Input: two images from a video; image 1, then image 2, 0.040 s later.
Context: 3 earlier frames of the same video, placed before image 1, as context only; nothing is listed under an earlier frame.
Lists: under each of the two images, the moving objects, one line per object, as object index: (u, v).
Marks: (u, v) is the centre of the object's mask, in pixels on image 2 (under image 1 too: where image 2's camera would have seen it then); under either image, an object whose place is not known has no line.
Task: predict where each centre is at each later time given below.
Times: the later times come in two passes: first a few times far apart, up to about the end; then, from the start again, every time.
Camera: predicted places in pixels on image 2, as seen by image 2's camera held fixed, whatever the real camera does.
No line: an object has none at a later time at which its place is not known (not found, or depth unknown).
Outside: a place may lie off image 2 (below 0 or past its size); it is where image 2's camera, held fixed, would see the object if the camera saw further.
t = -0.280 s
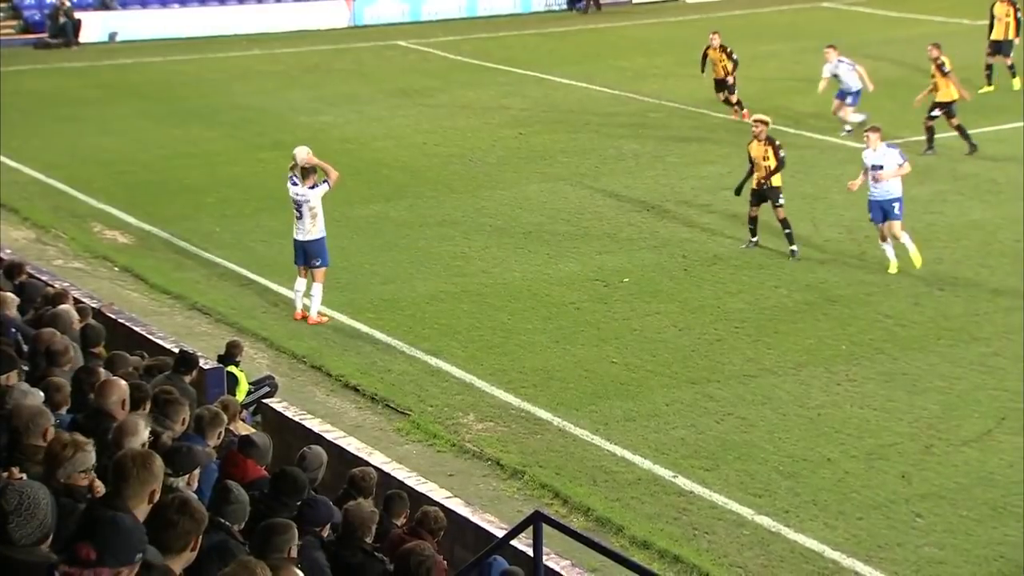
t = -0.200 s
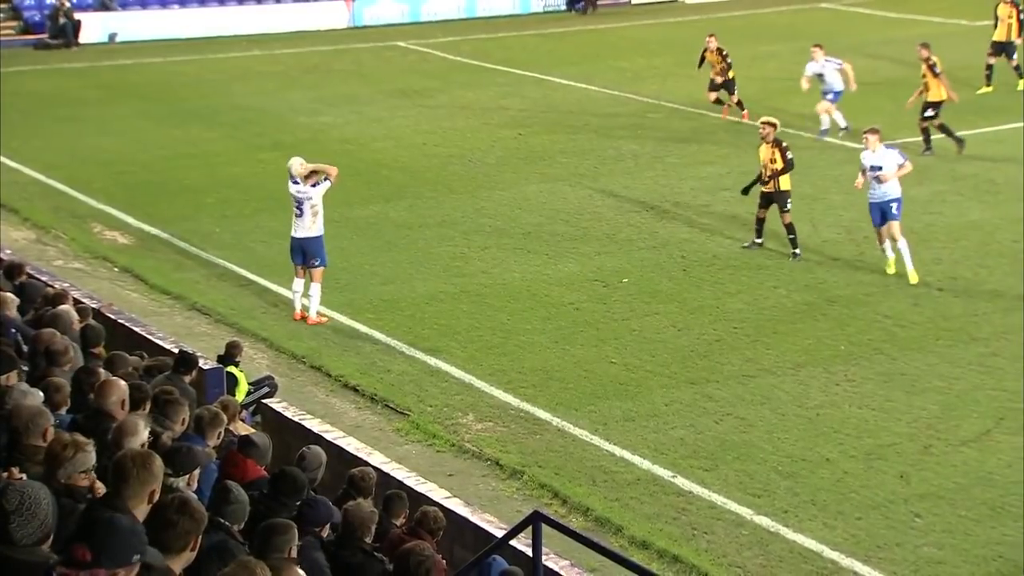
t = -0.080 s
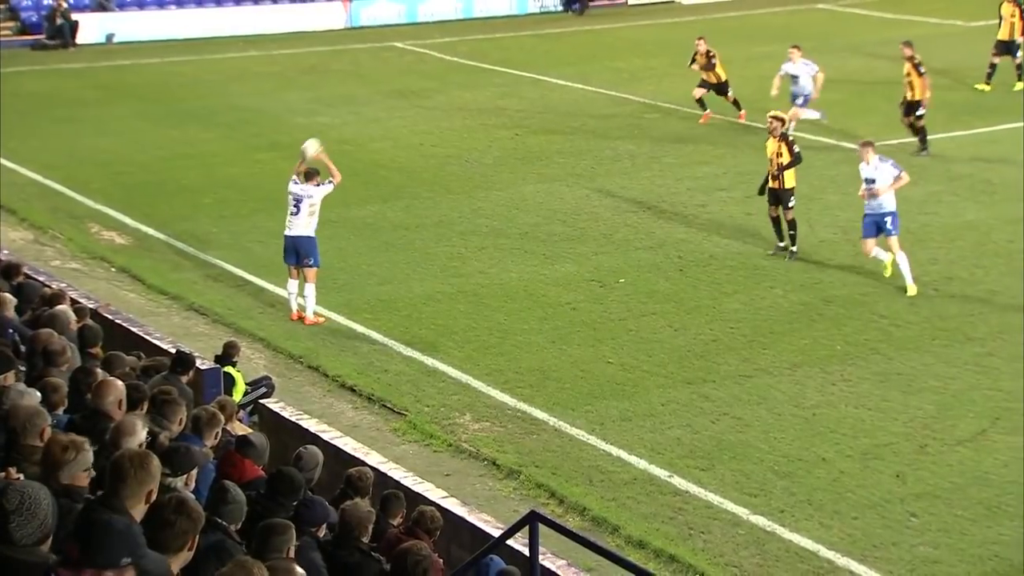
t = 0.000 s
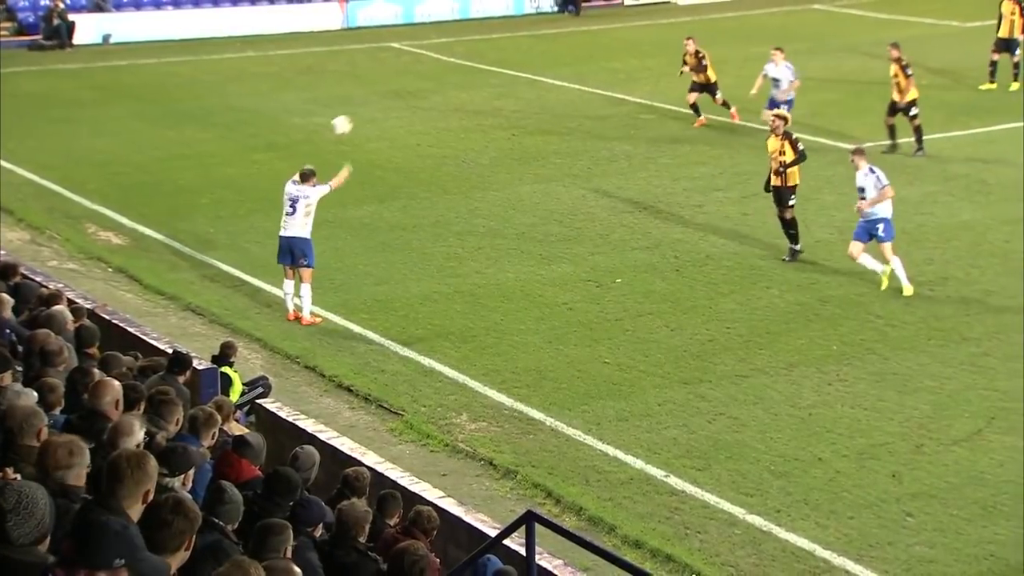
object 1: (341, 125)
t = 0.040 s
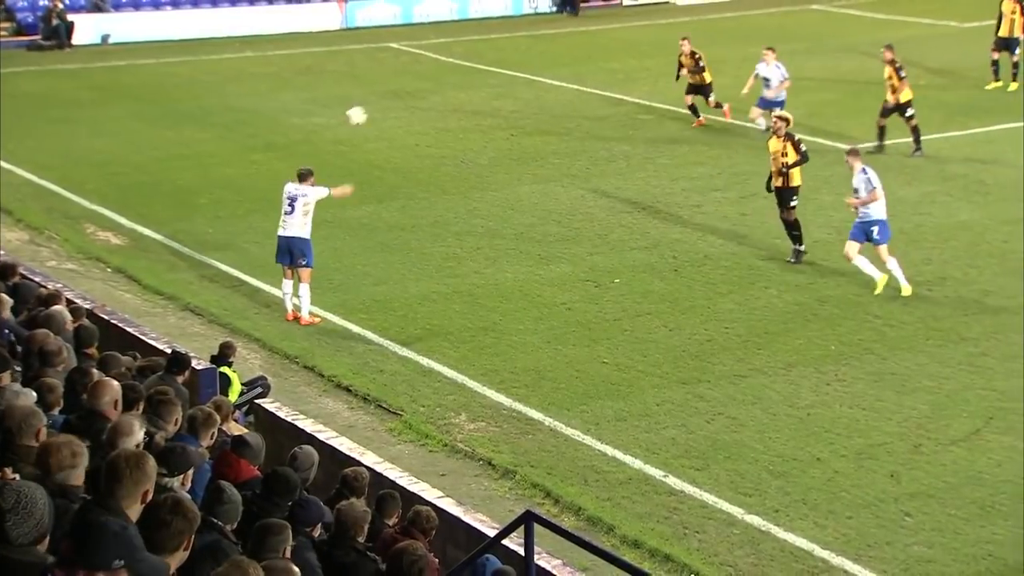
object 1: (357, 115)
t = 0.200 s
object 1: (417, 94)
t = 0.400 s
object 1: (484, 100)
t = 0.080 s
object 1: (372, 108)
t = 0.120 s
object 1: (388, 101)
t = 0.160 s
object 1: (403, 96)
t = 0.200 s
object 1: (417, 94)
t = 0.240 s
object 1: (432, 93)
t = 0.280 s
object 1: (446, 93)
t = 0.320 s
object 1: (459, 94)
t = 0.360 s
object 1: (472, 96)
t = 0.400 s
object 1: (484, 100)
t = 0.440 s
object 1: (495, 104)
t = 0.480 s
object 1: (507, 109)
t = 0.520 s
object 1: (519, 116)
